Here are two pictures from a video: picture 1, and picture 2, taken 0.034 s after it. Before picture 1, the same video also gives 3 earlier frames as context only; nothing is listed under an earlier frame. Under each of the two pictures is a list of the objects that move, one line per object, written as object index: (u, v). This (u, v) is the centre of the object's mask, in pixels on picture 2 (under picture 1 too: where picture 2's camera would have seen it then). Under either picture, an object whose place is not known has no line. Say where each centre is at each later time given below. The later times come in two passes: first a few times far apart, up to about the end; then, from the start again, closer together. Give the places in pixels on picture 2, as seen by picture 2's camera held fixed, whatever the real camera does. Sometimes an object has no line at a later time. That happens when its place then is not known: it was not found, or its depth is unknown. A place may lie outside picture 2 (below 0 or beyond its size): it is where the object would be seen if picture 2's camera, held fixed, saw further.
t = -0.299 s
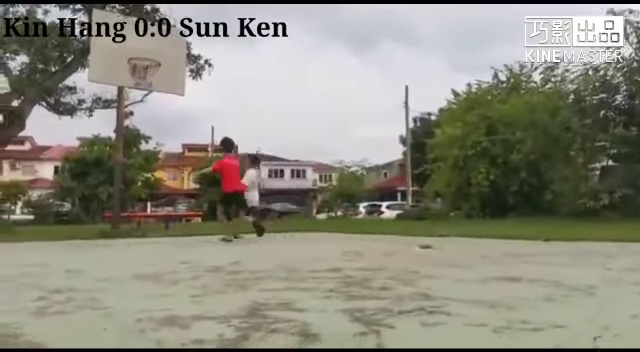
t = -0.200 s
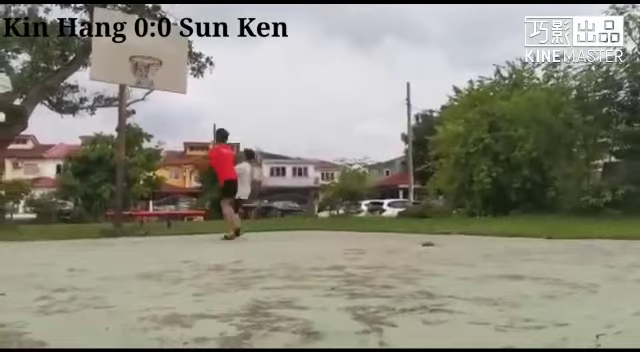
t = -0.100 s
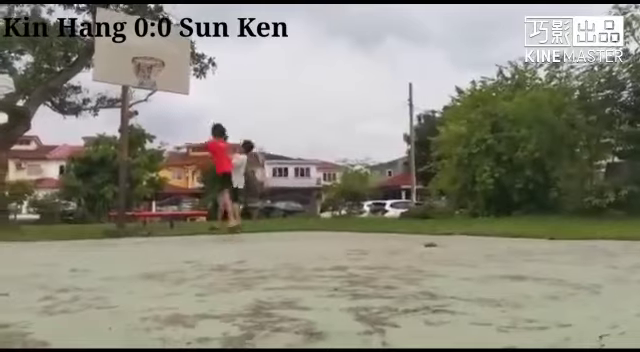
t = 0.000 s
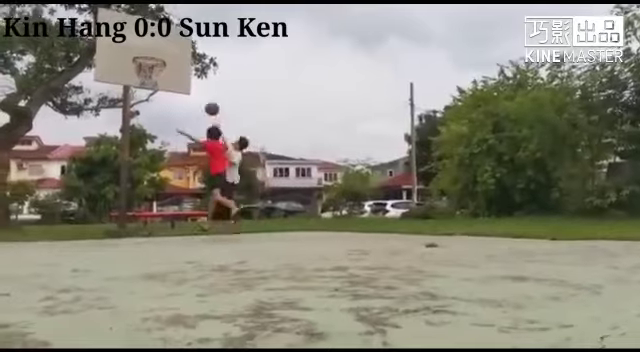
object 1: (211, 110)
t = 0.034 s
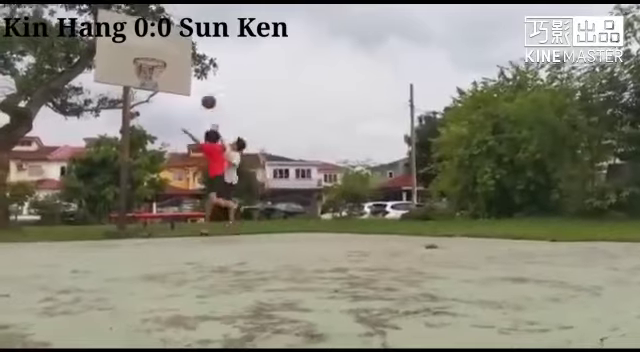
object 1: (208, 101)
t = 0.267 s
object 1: (186, 63)
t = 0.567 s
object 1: (170, 56)
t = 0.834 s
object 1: (182, 55)
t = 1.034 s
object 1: (195, 73)
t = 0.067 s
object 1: (205, 94)
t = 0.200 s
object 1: (193, 70)
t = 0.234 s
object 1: (191, 67)
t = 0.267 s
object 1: (186, 63)
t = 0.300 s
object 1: (184, 60)
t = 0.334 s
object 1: (181, 58)
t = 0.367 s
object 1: (178, 56)
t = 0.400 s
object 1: (176, 55)
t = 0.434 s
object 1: (176, 53)
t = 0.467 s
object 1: (174, 53)
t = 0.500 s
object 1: (173, 53)
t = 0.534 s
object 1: (172, 53)
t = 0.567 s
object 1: (170, 56)
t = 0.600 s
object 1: (169, 57)
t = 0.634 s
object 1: (169, 58)
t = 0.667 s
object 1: (171, 56)
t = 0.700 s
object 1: (173, 55)
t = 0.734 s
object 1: (175, 54)
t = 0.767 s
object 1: (178, 53)
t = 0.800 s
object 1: (180, 54)
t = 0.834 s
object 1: (182, 55)
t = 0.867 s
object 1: (184, 56)
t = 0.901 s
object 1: (186, 58)
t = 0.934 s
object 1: (188, 60)
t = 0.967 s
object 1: (191, 64)
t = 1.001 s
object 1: (193, 68)
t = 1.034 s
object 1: (195, 73)
